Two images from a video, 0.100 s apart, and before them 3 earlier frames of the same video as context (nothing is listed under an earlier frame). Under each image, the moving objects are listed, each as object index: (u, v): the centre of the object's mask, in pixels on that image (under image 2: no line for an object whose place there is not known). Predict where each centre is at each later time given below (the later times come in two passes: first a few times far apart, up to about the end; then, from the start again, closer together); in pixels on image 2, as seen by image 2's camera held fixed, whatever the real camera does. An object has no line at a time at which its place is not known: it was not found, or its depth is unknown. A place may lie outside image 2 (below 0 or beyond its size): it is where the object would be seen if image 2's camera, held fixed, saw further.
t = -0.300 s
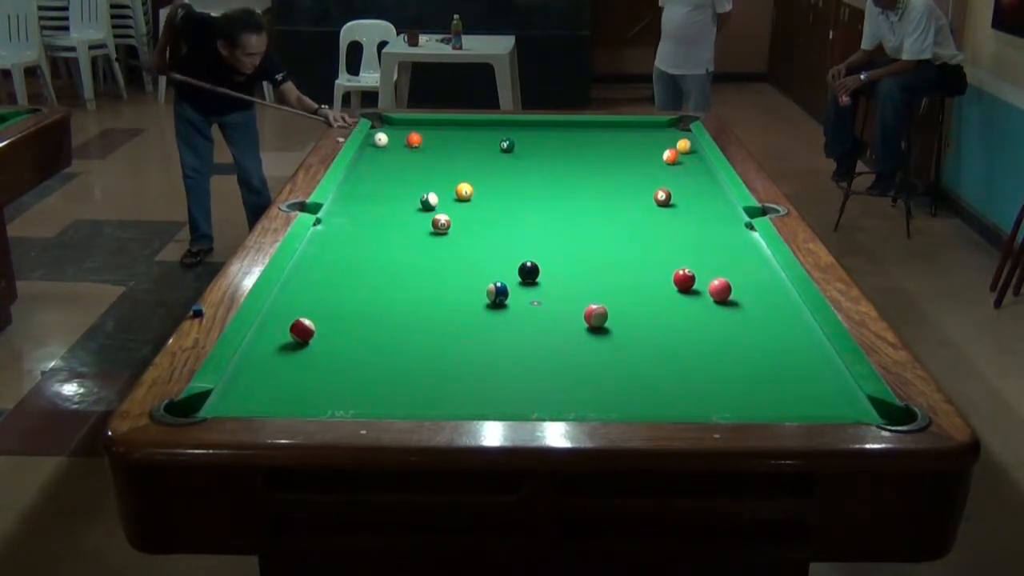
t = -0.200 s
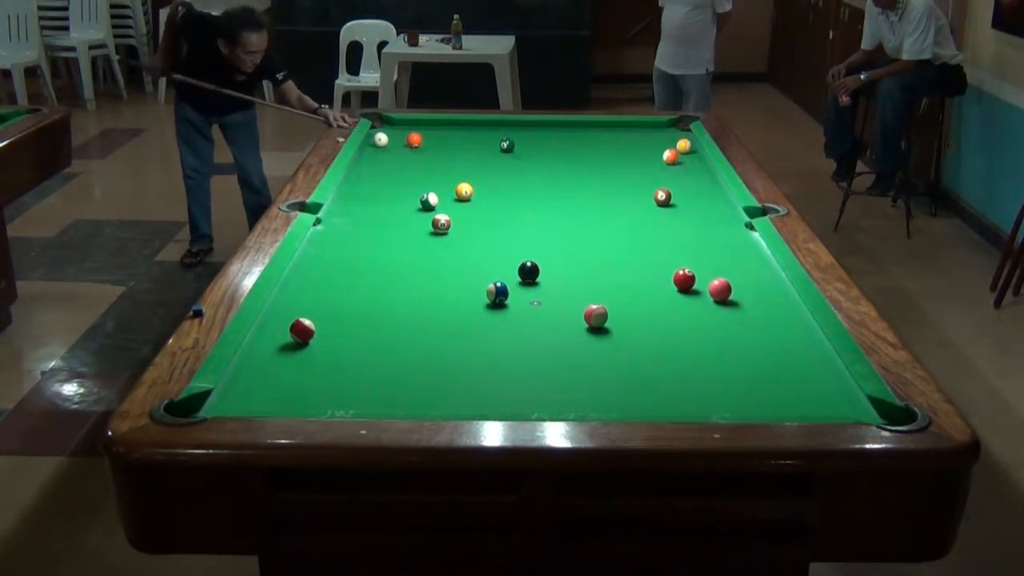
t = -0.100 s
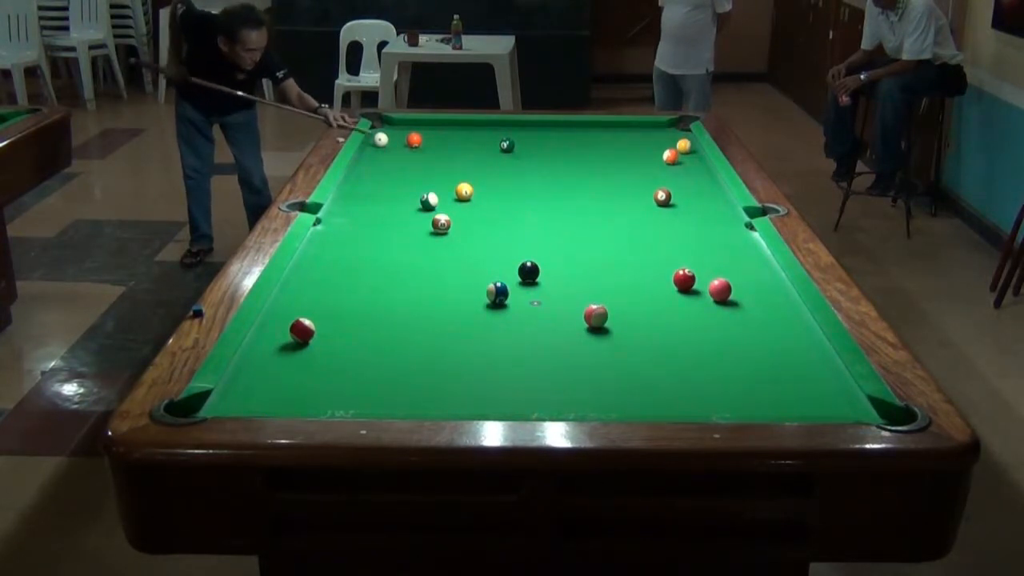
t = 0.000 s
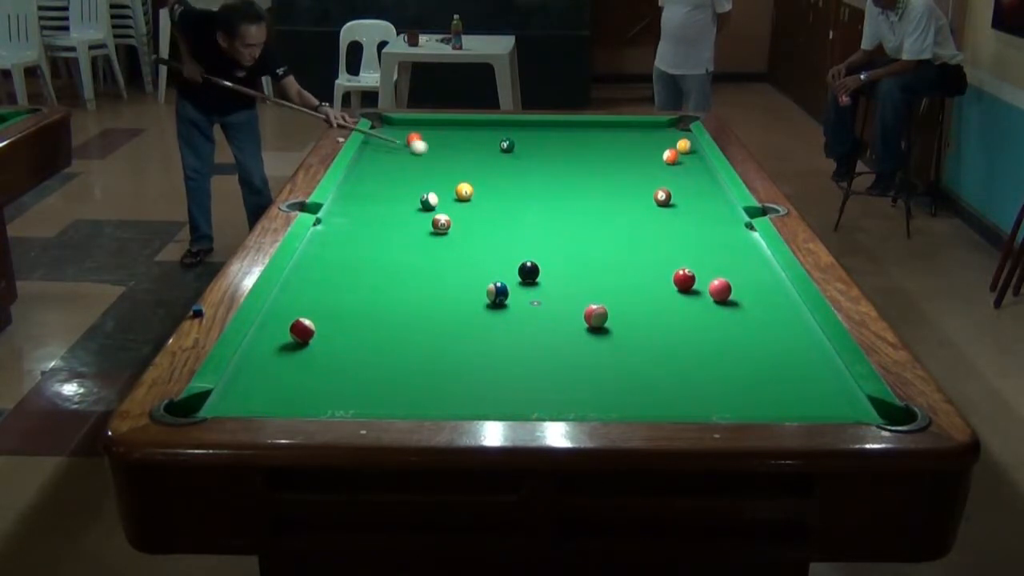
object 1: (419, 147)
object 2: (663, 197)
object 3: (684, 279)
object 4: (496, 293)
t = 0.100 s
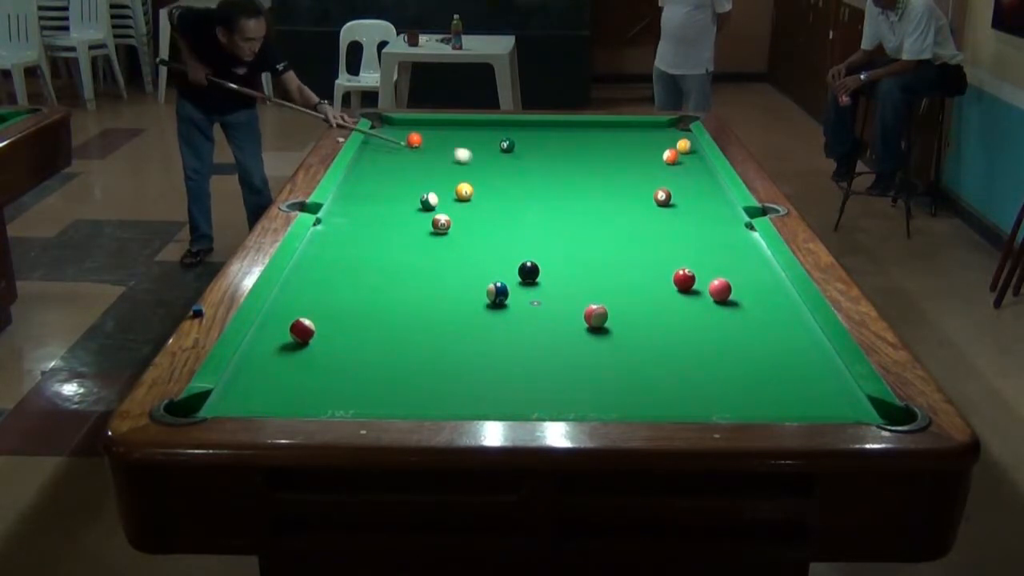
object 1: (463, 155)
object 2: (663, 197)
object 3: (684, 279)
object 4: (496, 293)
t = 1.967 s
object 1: (580, 188)
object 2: (583, 288)
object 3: (713, 309)
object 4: (496, 293)
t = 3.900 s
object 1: (418, 182)
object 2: (366, 344)
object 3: (792, 384)
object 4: (482, 287)
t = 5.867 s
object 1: (354, 177)
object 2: (246, 377)
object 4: (482, 288)
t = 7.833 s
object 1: (355, 177)
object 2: (236, 379)
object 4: (482, 288)
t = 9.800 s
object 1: (355, 177)
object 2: (236, 379)
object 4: (482, 288)
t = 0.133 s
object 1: (477, 158)
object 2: (663, 197)
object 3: (684, 279)
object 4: (496, 293)
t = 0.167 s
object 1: (492, 161)
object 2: (663, 197)
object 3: (684, 279)
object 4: (496, 293)
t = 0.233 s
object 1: (524, 168)
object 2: (663, 197)
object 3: (684, 279)
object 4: (496, 293)
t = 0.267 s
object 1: (540, 171)
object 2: (663, 197)
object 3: (684, 279)
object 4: (496, 293)
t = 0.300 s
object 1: (557, 174)
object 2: (663, 197)
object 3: (684, 279)
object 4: (496, 293)
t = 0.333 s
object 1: (574, 177)
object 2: (663, 197)
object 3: (684, 279)
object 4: (496, 293)
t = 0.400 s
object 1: (609, 184)
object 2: (663, 197)
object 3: (684, 279)
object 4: (496, 293)
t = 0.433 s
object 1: (627, 188)
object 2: (663, 197)
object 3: (684, 279)
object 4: (496, 293)
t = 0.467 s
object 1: (644, 191)
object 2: (662, 197)
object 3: (684, 279)
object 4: (496, 293)
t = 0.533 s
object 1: (659, 191)
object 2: (686, 204)
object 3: (684, 279)
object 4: (496, 293)
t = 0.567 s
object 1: (666, 191)
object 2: (699, 209)
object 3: (684, 279)
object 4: (496, 293)
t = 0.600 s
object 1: (673, 190)
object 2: (711, 213)
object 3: (684, 279)
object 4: (496, 293)
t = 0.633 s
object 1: (681, 190)
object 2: (723, 218)
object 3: (684, 279)
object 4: (496, 293)
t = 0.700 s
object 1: (697, 191)
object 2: (741, 226)
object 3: (684, 279)
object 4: (496, 293)
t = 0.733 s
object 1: (705, 191)
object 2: (737, 227)
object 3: (684, 279)
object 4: (496, 293)
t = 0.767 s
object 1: (713, 191)
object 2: (733, 229)
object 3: (684, 279)
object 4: (496, 293)
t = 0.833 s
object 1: (717, 191)
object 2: (727, 234)
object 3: (684, 279)
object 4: (496, 293)
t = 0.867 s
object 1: (712, 191)
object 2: (724, 236)
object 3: (684, 279)
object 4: (496, 293)
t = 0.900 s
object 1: (708, 191)
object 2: (722, 239)
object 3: (684, 279)
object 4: (496, 293)
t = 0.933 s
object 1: (703, 191)
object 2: (718, 241)
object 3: (684, 279)
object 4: (496, 293)
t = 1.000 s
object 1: (695, 191)
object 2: (712, 246)
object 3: (684, 279)
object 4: (496, 293)
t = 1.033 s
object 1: (690, 190)
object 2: (709, 248)
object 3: (684, 279)
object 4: (496, 293)
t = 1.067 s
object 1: (686, 190)
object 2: (705, 251)
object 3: (684, 279)
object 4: (496, 293)
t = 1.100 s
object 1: (682, 190)
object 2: (702, 253)
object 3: (684, 279)
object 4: (496, 293)
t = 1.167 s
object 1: (673, 190)
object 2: (695, 258)
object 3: (684, 279)
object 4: (496, 293)
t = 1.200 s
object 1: (669, 190)
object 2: (693, 260)
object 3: (684, 279)
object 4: (496, 293)
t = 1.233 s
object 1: (665, 190)
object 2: (689, 262)
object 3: (684, 279)
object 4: (496, 293)
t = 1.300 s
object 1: (656, 189)
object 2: (682, 264)
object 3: (684, 279)
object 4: (496, 293)
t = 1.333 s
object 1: (652, 189)
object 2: (677, 267)
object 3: (684, 279)
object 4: (496, 293)
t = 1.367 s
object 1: (648, 189)
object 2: (671, 270)
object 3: (685, 281)
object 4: (496, 293)
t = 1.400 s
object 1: (644, 189)
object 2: (668, 273)
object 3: (687, 283)
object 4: (496, 293)
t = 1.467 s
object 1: (636, 189)
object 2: (658, 275)
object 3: (690, 286)
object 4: (496, 293)
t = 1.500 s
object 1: (632, 189)
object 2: (653, 276)
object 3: (691, 287)
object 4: (496, 293)
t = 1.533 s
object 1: (628, 189)
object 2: (648, 277)
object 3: (693, 289)
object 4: (496, 293)
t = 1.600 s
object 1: (620, 189)
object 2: (638, 278)
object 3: (696, 292)
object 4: (496, 293)
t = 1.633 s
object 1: (617, 189)
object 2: (633, 279)
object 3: (697, 294)
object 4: (496, 293)
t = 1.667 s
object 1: (613, 188)
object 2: (628, 280)
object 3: (699, 295)
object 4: (496, 293)
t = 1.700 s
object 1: (609, 188)
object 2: (623, 281)
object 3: (700, 297)
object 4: (496, 293)
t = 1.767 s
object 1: (602, 188)
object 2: (613, 283)
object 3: (703, 300)
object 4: (496, 293)
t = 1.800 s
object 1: (598, 188)
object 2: (608, 283)
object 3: (705, 302)
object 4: (496, 293)
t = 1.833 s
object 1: (595, 188)
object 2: (603, 284)
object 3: (706, 304)
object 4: (496, 293)
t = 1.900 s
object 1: (587, 188)
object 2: (593, 286)
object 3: (709, 306)
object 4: (496, 293)
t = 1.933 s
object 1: (584, 188)
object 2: (588, 287)
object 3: (711, 307)
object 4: (496, 293)
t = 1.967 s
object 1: (580, 188)
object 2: (583, 288)
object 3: (713, 309)
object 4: (496, 293)
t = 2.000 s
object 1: (577, 188)
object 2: (579, 289)
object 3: (714, 310)
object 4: (496, 293)
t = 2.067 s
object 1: (570, 187)
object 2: (569, 290)
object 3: (717, 314)
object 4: (496, 293)
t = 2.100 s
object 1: (567, 187)
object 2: (564, 291)
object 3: (719, 315)
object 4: (496, 293)
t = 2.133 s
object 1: (563, 187)
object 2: (559, 292)
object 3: (720, 317)
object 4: (496, 293)
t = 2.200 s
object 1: (556, 187)
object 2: (549, 294)
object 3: (723, 320)
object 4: (496, 293)
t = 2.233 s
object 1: (553, 187)
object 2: (544, 295)
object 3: (725, 321)
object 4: (496, 293)
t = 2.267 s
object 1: (550, 187)
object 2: (540, 295)
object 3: (726, 323)
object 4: (496, 293)
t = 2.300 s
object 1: (546, 187)
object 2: (535, 296)
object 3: (728, 324)
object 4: (496, 293)
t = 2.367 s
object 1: (540, 187)
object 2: (526, 298)
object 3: (731, 327)
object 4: (496, 293)
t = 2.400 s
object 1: (537, 186)
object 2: (521, 299)
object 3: (732, 329)
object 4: (495, 293)
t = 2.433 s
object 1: (534, 186)
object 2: (515, 301)
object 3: (733, 330)
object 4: (496, 292)
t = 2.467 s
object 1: (530, 186)
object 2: (511, 301)
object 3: (735, 331)
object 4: (495, 291)
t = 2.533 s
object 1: (524, 186)
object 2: (504, 303)
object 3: (738, 334)
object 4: (492, 290)
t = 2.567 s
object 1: (521, 186)
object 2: (501, 304)
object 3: (739, 336)
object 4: (492, 289)
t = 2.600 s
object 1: (518, 186)
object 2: (497, 305)
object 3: (741, 337)
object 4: (492, 288)
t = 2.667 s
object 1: (512, 186)
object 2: (490, 307)
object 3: (743, 340)
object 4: (492, 288)
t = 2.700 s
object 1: (509, 186)
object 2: (486, 308)
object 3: (745, 342)
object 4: (492, 289)
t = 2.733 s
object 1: (506, 186)
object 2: (483, 309)
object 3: (746, 343)
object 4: (491, 289)
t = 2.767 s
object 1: (503, 186)
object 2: (479, 311)
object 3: (747, 344)
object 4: (490, 290)
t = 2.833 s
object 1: (497, 185)
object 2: (472, 313)
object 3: (750, 347)
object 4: (489, 290)
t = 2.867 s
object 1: (494, 185)
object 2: (468, 314)
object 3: (751, 349)
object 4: (488, 290)
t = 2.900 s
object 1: (492, 185)
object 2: (465, 315)
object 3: (753, 350)
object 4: (488, 290)
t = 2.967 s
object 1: (486, 185)
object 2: (458, 317)
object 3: (756, 353)
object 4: (487, 289)
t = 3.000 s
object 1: (483, 184)
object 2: (454, 319)
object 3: (757, 354)
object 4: (486, 289)
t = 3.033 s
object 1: (481, 184)
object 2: (451, 319)
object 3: (758, 355)
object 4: (486, 289)
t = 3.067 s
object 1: (478, 184)
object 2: (447, 320)
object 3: (760, 356)
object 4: (486, 289)
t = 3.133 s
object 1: (474, 183)
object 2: (440, 322)
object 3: (763, 359)
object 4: (485, 288)
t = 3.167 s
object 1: (471, 182)
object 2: (437, 323)
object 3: (764, 360)
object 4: (485, 288)
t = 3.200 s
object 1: (468, 180)
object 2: (433, 325)
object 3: (765, 361)
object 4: (484, 288)
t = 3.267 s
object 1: (462, 180)
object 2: (427, 326)
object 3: (768, 363)
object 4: (484, 288)
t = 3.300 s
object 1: (459, 180)
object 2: (423, 327)
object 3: (769, 365)
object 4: (484, 288)
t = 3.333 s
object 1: (456, 180)
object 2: (420, 328)
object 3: (771, 366)
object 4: (483, 288)
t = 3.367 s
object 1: (453, 182)
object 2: (417, 329)
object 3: (772, 367)
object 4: (483, 288)
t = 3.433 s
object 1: (449, 183)
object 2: (410, 331)
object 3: (775, 369)
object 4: (483, 288)
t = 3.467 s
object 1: (447, 183)
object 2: (407, 332)
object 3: (776, 370)
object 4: (483, 287)
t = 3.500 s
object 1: (444, 183)
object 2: (403, 333)
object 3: (777, 372)
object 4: (483, 287)
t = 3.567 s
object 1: (440, 182)
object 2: (397, 335)
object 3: (780, 373)
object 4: (482, 287)
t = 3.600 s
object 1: (438, 182)
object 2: (394, 336)
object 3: (781, 375)
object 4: (482, 287)
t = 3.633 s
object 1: (435, 182)
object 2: (391, 336)
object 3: (782, 376)
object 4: (482, 287)
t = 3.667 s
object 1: (433, 182)
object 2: (387, 337)
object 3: (784, 377)
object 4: (482, 287)
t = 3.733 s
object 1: (428, 182)
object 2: (381, 339)
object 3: (786, 379)
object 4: (482, 287)
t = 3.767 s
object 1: (426, 182)
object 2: (378, 340)
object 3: (787, 380)
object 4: (482, 287)
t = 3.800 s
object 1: (424, 182)
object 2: (375, 341)
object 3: (788, 381)
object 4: (482, 287)
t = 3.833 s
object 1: (421, 182)
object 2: (372, 342)
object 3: (789, 382)
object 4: (482, 287)
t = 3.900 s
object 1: (418, 182)
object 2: (366, 344)
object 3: (792, 384)
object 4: (482, 287)
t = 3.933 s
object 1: (416, 181)
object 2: (363, 344)
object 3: (793, 385)
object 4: (482, 287)
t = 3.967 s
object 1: (414, 181)
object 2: (360, 345)
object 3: (794, 385)
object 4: (482, 287)
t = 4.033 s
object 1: (409, 181)
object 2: (354, 347)
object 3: (796, 388)
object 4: (482, 287)
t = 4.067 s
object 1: (407, 181)
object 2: (351, 348)
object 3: (797, 388)
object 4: (482, 287)
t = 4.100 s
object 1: (406, 181)
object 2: (348, 349)
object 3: (798, 389)
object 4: (482, 287)
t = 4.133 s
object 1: (404, 181)
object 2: (345, 350)
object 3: (799, 390)
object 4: (482, 287)
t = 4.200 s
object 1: (400, 181)
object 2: (340, 351)
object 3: (801, 392)
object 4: (482, 287)
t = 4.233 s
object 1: (398, 180)
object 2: (337, 351)
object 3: (802, 392)
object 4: (482, 287)
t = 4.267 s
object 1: (396, 181)
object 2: (334, 352)
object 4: (482, 287)
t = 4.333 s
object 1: (393, 180)
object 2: (329, 354)
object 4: (482, 287)
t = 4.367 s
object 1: (391, 180)
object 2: (326, 355)
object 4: (483, 287)
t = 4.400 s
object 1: (389, 180)
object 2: (324, 355)
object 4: (482, 287)
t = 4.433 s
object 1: (388, 180)
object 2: (321, 356)
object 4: (483, 288)
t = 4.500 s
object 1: (385, 180)
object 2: (316, 357)
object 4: (483, 287)
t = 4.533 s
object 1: (383, 180)
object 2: (314, 358)
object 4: (482, 287)
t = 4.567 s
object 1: (381, 179)
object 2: (311, 359)
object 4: (483, 287)
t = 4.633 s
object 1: (378, 179)
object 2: (306, 360)
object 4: (483, 287)
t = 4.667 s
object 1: (377, 179)
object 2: (304, 360)
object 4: (482, 287)
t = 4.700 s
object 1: (375, 179)
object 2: (302, 361)
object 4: (483, 288)
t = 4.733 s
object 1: (374, 179)
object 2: (300, 362)
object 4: (482, 288)
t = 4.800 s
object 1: (371, 179)
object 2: (295, 363)
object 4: (482, 288)
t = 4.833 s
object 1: (369, 179)
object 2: (293, 364)
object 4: (482, 287)
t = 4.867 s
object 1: (368, 179)
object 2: (291, 364)
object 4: (482, 288)
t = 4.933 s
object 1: (365, 178)
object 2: (287, 366)
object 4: (482, 288)
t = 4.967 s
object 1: (364, 178)
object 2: (285, 366)
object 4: (482, 288)
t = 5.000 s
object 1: (363, 178)
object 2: (283, 367)
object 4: (482, 288)
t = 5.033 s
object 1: (361, 178)
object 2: (281, 367)
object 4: (482, 288)
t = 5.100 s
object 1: (359, 178)
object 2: (278, 368)
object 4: (482, 288)
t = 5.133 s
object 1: (358, 178)
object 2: (275, 369)
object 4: (482, 288)
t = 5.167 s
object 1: (356, 177)
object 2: (274, 369)
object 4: (482, 288)
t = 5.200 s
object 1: (355, 177)
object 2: (272, 369)
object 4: (482, 288)
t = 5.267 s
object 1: (353, 178)
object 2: (269, 371)
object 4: (482, 288)
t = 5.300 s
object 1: (352, 177)
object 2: (267, 371)
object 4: (482, 288)
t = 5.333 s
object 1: (351, 177)
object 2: (266, 372)
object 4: (482, 288)
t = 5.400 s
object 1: (349, 177)
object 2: (263, 372)
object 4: (482, 288)
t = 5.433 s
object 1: (349, 177)
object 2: (261, 373)
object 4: (482, 288)
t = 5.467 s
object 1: (350, 177)
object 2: (260, 374)
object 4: (482, 288)
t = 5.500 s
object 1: (350, 177)
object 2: (258, 374)
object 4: (483, 288)
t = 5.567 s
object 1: (351, 177)
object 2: (256, 375)
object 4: (482, 288)
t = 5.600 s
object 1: (352, 177)
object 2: (254, 375)
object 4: (482, 288)
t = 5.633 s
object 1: (352, 177)
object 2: (253, 376)
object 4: (483, 288)
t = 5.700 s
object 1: (353, 177)
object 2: (251, 376)
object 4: (482, 288)
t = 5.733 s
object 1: (353, 177)
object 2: (250, 376)
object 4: (482, 288)
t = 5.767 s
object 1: (353, 177)
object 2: (249, 377)
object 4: (482, 288)
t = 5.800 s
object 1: (354, 177)
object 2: (248, 377)
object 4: (482, 288)
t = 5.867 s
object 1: (354, 177)
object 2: (246, 377)
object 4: (482, 288)
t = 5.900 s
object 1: (354, 177)
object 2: (245, 378)
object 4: (482, 287)
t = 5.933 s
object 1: (354, 177)
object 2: (244, 378)
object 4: (482, 288)
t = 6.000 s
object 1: (355, 177)
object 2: (242, 378)
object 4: (482, 288)
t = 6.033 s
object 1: (355, 177)
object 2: (242, 378)
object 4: (482, 288)
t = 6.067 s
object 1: (355, 177)
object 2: (241, 378)
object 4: (482, 287)
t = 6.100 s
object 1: (355, 177)
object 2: (241, 379)
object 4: (482, 287)
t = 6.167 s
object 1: (355, 177)
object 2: (240, 379)
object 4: (482, 287)
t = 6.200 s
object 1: (355, 177)
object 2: (239, 379)
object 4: (482, 288)
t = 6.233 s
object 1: (355, 177)
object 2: (239, 379)
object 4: (482, 288)
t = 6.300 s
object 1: (355, 177)
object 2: (238, 379)
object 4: (482, 287)
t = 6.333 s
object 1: (355, 177)
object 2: (237, 379)
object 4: (482, 288)
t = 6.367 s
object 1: (355, 177)
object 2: (237, 379)
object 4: (482, 288)
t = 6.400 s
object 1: (355, 177)
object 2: (237, 379)
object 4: (482, 287)
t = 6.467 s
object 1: (355, 177)
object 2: (236, 379)
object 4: (482, 288)
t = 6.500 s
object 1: (355, 177)
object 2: (236, 379)
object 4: (482, 288)
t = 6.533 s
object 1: (355, 177)
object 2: (236, 379)
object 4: (482, 287)
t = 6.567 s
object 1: (355, 177)
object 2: (236, 379)
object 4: (482, 288)
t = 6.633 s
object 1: (355, 177)
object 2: (236, 379)
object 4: (482, 288)
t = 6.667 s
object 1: (355, 177)
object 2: (236, 379)
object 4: (482, 288)
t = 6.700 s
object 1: (355, 177)
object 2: (236, 379)
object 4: (482, 288)
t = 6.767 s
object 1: (355, 177)
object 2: (236, 379)
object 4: (482, 288)
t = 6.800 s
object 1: (355, 177)
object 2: (236, 379)
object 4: (482, 288)
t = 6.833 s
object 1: (355, 177)
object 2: (236, 379)
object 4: (482, 288)
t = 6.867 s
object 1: (355, 177)
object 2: (236, 379)
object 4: (482, 288)
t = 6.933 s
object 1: (355, 177)
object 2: (236, 379)
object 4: (482, 288)
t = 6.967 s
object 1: (355, 177)
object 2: (236, 379)
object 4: (483, 288)
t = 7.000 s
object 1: (355, 177)
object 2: (236, 379)
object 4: (483, 288)
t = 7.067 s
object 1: (355, 177)
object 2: (236, 379)
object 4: (482, 288)
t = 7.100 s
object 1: (355, 177)
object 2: (236, 379)
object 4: (482, 288)
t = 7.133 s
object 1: (355, 177)
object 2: (236, 379)
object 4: (482, 288)
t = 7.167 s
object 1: (355, 177)
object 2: (236, 379)
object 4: (482, 288)
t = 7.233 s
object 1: (355, 177)
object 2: (236, 379)
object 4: (482, 288)
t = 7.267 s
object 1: (355, 177)
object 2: (236, 379)
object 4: (482, 288)
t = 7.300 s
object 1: (355, 177)
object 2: (236, 379)
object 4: (482, 288)
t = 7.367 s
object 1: (355, 177)
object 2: (236, 379)
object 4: (482, 288)
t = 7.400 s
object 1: (355, 177)
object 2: (236, 379)
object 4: (482, 288)
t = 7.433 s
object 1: (355, 177)
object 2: (236, 379)
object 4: (482, 288)
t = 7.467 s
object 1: (355, 177)
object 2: (236, 379)
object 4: (482, 288)
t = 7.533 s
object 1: (355, 177)
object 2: (236, 379)
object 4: (482, 288)
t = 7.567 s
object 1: (355, 177)
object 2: (236, 379)
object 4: (482, 288)
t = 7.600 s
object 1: (355, 177)
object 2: (236, 379)
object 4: (482, 288)
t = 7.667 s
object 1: (355, 177)
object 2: (236, 379)
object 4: (482, 288)
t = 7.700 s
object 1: (355, 177)
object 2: (236, 379)
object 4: (482, 288)
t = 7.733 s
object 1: (355, 177)
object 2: (236, 379)
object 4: (482, 288)
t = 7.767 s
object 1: (355, 177)
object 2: (236, 379)
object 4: (482, 288)
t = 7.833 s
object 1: (355, 177)
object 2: (236, 379)
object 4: (482, 288)
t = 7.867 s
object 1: (355, 177)
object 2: (236, 379)
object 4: (482, 288)
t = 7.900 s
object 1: (355, 177)
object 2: (236, 379)
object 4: (482, 288)
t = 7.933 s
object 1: (355, 177)
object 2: (236, 379)
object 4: (482, 288)
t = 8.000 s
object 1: (355, 177)
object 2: (236, 379)
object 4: (482, 288)
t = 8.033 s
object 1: (355, 177)
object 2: (236, 379)
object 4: (482, 288)
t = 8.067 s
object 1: (355, 177)
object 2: (236, 379)
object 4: (482, 288)
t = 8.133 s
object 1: (355, 177)
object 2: (236, 379)
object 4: (482, 288)
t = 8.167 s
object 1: (355, 177)
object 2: (236, 379)
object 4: (482, 288)
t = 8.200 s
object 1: (355, 177)
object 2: (236, 379)
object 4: (482, 288)
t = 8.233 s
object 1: (355, 177)
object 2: (236, 379)
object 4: (482, 288)
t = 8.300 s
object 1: (355, 177)
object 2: (236, 379)
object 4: (482, 288)
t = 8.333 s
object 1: (355, 177)
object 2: (236, 379)
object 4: (482, 288)
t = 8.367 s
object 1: (355, 177)
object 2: (236, 379)
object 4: (482, 288)
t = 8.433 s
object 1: (355, 177)
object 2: (236, 379)
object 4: (482, 288)
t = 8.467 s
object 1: (355, 177)
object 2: (236, 379)
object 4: (482, 288)
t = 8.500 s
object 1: (355, 177)
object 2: (236, 379)
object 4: (482, 288)
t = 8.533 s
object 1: (355, 177)
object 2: (236, 379)
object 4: (482, 288)
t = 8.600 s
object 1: (355, 177)
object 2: (236, 379)
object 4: (482, 288)
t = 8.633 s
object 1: (355, 177)
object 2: (236, 379)
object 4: (482, 288)
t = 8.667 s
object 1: (355, 177)
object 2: (236, 379)
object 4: (482, 288)
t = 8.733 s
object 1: (355, 177)
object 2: (236, 379)
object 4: (482, 288)
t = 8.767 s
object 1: (355, 177)
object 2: (236, 379)
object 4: (482, 288)
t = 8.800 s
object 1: (355, 177)
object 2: (236, 379)
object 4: (482, 288)
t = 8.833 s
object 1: (355, 177)
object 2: (236, 379)
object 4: (482, 288)
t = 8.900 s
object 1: (355, 177)
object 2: (236, 379)
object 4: (482, 288)
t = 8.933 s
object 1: (355, 177)
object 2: (236, 379)
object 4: (482, 288)
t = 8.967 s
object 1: (355, 177)
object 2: (236, 379)
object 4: (482, 288)
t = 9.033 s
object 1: (355, 177)
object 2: (236, 379)
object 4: (482, 288)
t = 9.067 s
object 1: (355, 177)
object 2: (236, 380)
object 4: (482, 288)
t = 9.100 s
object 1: (355, 177)
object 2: (236, 379)
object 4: (482, 288)
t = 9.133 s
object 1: (355, 177)
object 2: (236, 379)
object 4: (482, 288)
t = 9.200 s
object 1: (355, 177)
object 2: (236, 379)
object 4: (482, 288)
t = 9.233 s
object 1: (355, 177)
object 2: (236, 380)
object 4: (482, 288)
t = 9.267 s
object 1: (355, 177)
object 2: (236, 380)
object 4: (482, 288)
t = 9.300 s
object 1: (355, 177)
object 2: (236, 379)
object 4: (482, 288)
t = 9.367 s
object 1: (355, 177)
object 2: (236, 379)
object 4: (482, 288)
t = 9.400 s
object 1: (355, 177)
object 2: (236, 379)
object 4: (482, 288)
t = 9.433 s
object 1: (355, 177)
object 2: (236, 379)
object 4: (482, 288)
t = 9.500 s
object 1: (355, 177)
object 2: (236, 379)
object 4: (482, 288)
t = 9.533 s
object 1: (355, 177)
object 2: (236, 379)
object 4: (482, 288)
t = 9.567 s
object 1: (355, 177)
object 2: (236, 379)
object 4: (482, 288)
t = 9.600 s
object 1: (355, 177)
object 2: (236, 380)
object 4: (482, 288)
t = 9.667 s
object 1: (355, 177)
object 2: (236, 379)
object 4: (482, 288)
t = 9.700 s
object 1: (355, 177)
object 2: (236, 379)
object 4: (482, 288)
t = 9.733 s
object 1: (355, 177)
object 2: (236, 379)
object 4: (482, 288)
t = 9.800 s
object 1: (355, 177)
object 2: (236, 379)
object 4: (482, 288)
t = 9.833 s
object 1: (355, 177)
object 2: (236, 379)
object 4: (482, 288)
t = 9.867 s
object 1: (355, 177)
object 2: (236, 379)
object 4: (482, 288)
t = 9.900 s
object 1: (355, 177)
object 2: (236, 379)
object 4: (482, 288)
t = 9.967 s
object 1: (355, 177)
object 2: (236, 379)
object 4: (482, 288)
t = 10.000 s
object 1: (355, 177)
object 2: (236, 379)
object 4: (482, 288)
